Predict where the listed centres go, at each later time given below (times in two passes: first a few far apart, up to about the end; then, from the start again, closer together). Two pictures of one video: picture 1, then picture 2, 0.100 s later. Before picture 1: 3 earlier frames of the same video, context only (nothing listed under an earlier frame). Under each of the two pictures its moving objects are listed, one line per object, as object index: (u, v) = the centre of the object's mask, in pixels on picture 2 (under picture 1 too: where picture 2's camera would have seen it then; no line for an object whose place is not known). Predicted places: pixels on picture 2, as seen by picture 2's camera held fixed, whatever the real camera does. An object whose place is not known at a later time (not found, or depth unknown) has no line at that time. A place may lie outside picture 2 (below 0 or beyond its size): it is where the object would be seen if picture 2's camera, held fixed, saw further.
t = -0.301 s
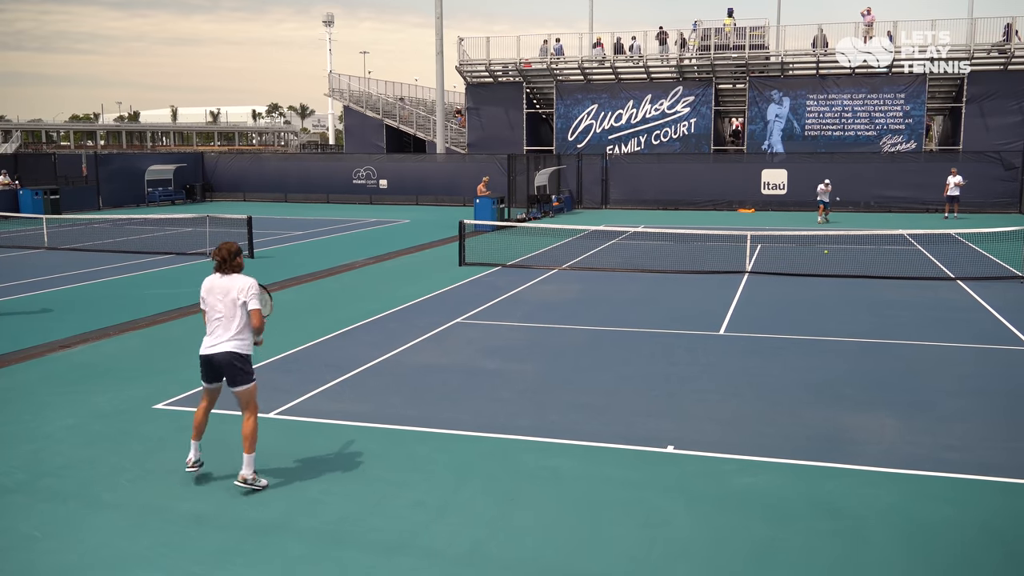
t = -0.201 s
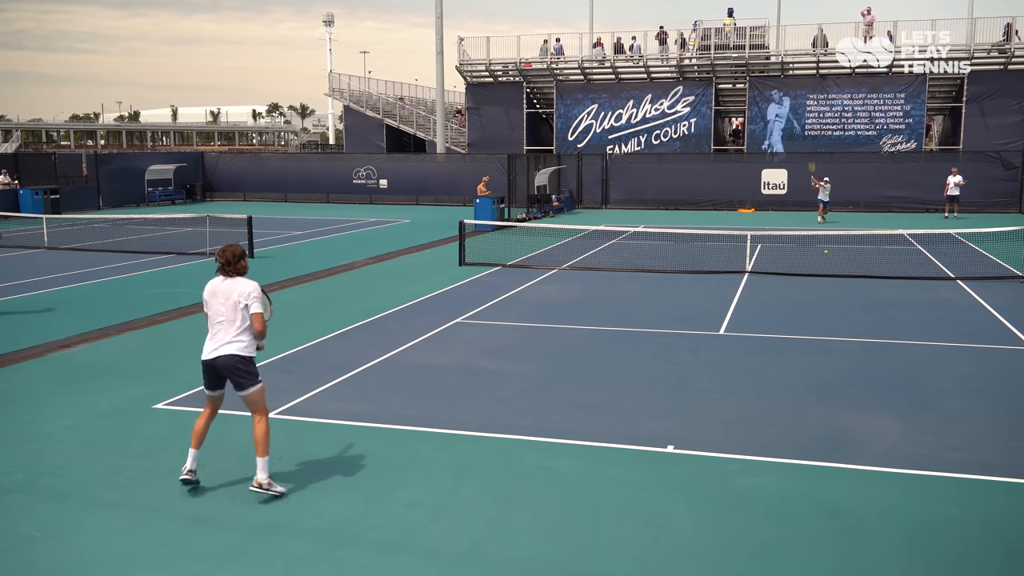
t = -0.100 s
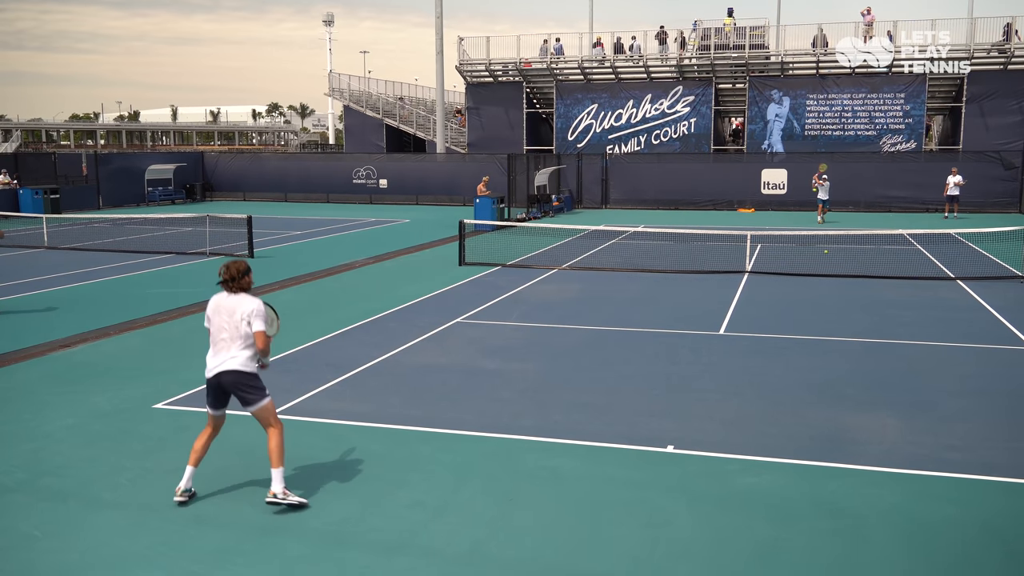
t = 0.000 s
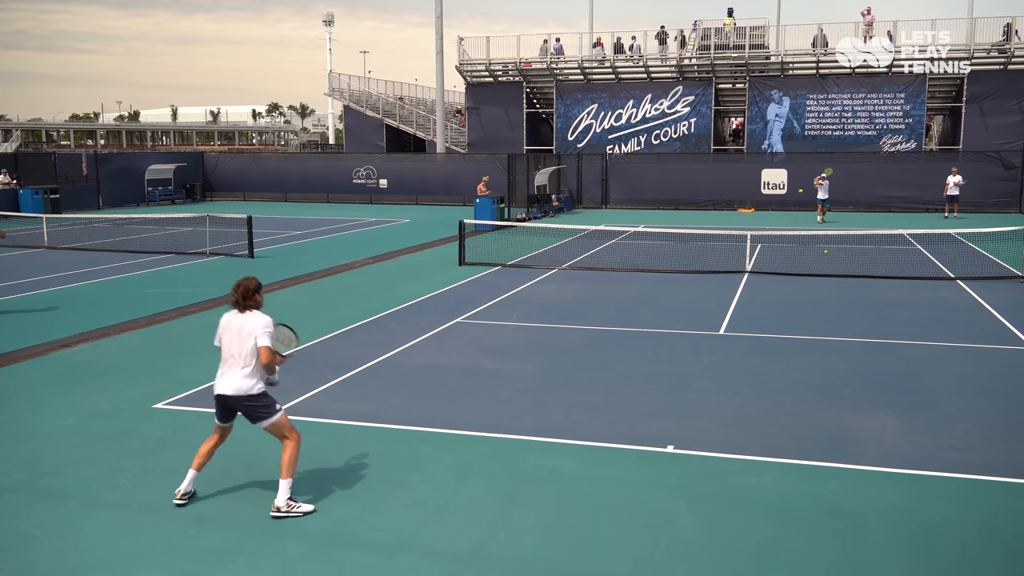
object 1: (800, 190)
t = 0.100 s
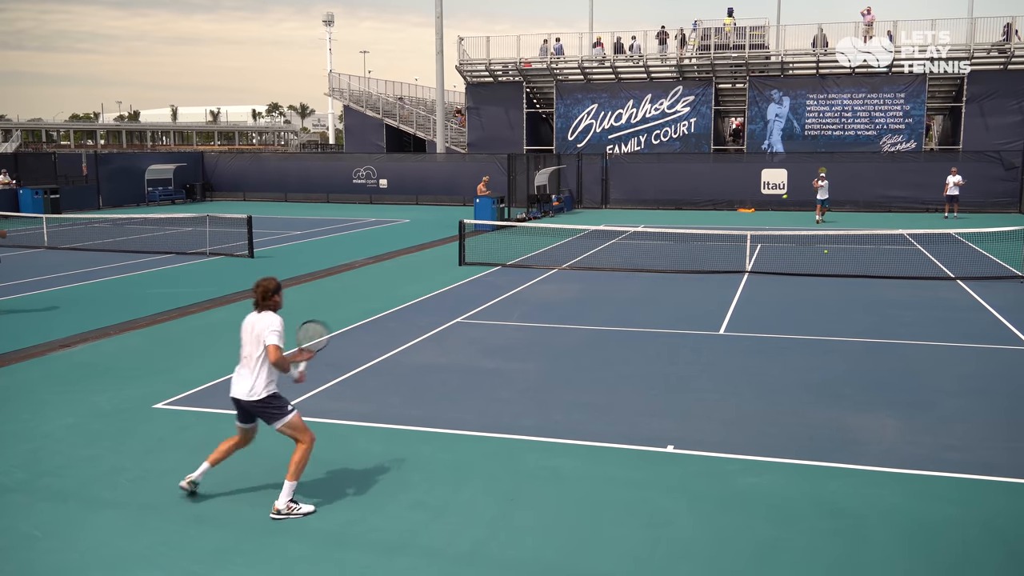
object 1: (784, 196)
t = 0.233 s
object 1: (759, 214)
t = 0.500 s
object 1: (691, 304)
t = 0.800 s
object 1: (596, 368)
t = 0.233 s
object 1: (759, 214)
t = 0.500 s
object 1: (691, 304)
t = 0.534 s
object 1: (681, 324)
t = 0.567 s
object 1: (670, 345)
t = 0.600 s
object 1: (657, 370)
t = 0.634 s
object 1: (646, 382)
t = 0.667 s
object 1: (637, 377)
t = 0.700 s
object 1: (628, 373)
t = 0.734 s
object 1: (618, 370)
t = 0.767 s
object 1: (608, 368)
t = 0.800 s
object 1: (596, 368)
